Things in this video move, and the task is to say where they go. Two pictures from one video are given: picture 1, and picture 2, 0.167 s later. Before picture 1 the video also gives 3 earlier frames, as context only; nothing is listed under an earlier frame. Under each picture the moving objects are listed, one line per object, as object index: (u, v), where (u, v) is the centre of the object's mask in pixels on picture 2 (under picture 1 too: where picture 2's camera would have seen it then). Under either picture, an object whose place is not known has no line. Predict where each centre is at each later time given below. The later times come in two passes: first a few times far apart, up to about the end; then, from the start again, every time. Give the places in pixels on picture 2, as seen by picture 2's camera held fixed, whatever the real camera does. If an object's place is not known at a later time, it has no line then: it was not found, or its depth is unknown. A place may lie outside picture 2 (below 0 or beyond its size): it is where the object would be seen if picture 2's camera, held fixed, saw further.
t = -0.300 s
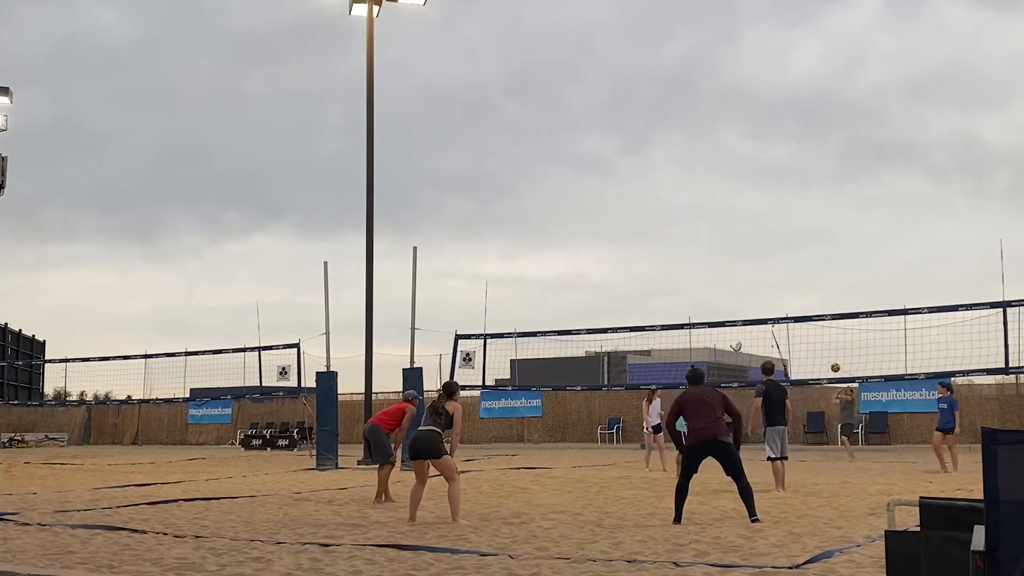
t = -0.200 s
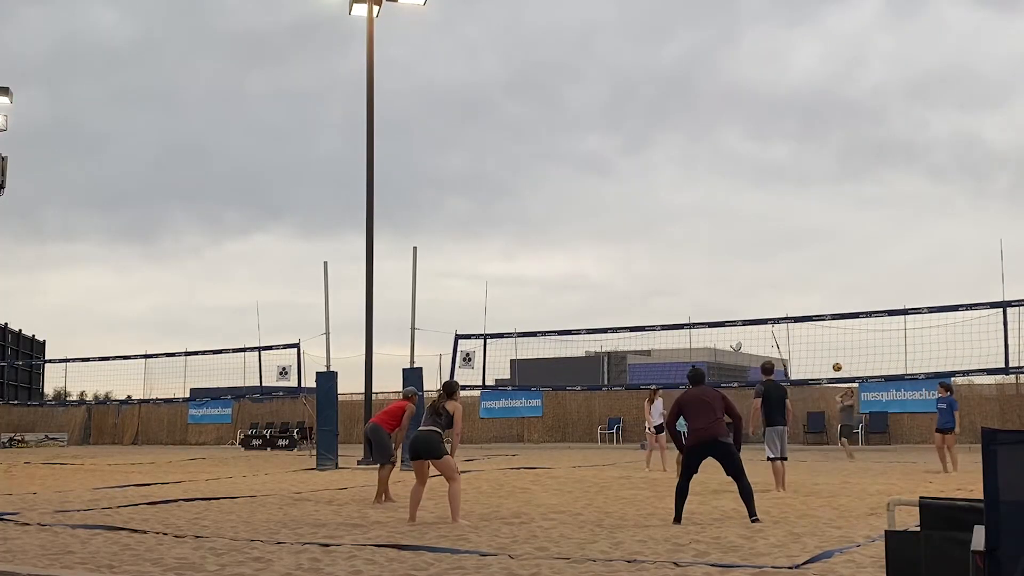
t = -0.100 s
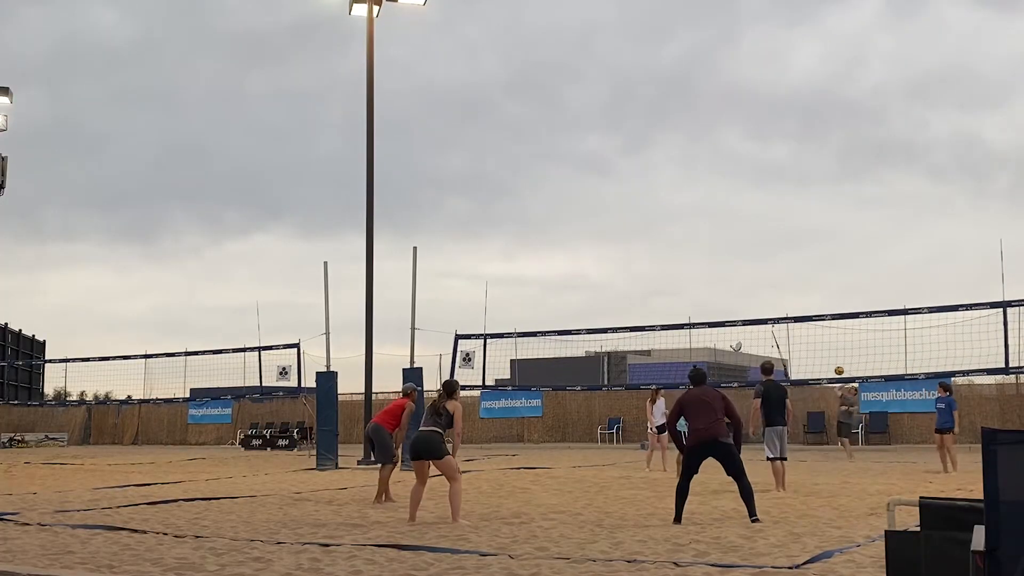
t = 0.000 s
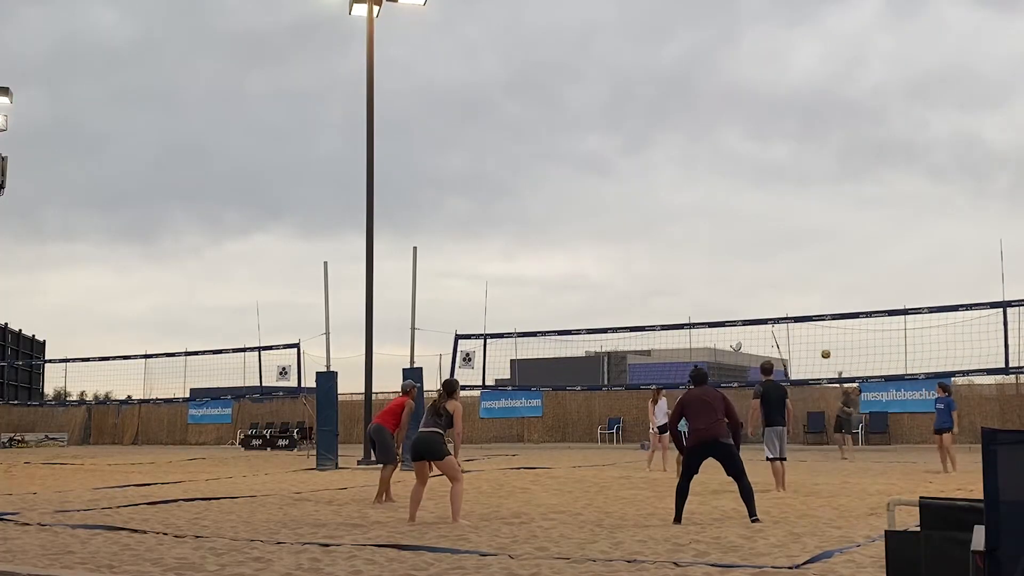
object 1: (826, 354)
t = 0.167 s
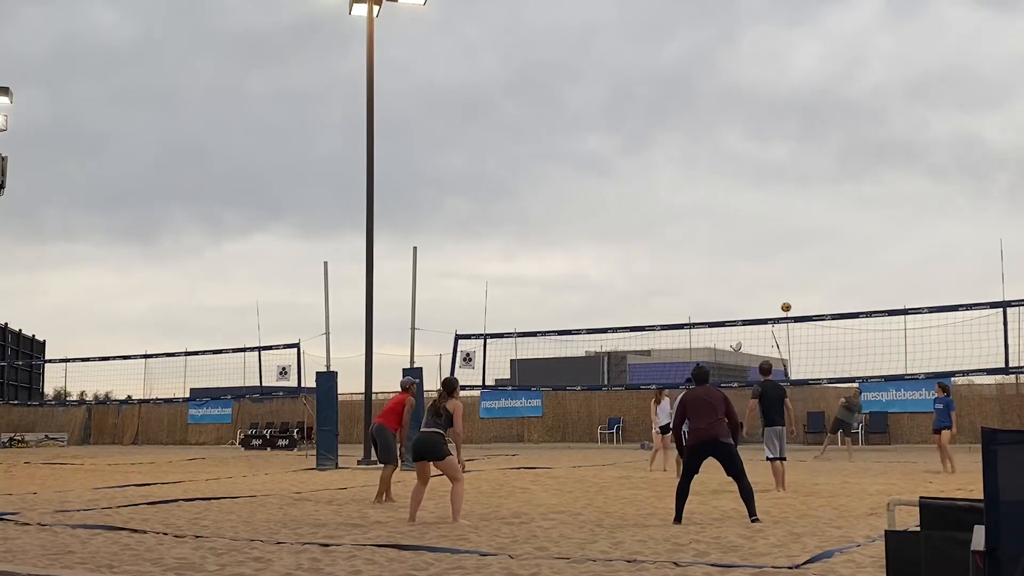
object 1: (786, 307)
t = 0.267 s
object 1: (760, 283)
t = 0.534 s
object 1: (683, 234)
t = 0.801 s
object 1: (592, 219)
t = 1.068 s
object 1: (481, 254)
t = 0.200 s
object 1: (777, 299)
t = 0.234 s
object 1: (769, 291)
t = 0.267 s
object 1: (760, 283)
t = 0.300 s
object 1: (751, 275)
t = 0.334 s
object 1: (742, 268)
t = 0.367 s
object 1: (732, 262)
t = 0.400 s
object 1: (723, 255)
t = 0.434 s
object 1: (714, 249)
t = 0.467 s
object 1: (704, 244)
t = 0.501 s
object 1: (693, 238)
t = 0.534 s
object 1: (683, 234)
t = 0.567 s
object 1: (672, 230)
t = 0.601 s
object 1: (662, 226)
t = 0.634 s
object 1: (650, 223)
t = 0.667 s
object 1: (639, 221)
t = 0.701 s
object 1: (628, 220)
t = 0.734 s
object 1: (616, 219)
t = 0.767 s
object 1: (604, 219)
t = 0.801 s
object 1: (592, 219)
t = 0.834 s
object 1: (579, 220)
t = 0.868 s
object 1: (567, 222)
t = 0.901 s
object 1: (553, 225)
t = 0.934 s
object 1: (540, 229)
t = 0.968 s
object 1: (526, 234)
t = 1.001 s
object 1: (512, 239)
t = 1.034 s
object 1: (496, 246)
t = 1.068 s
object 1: (481, 254)
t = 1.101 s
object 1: (466, 263)
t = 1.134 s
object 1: (450, 273)
